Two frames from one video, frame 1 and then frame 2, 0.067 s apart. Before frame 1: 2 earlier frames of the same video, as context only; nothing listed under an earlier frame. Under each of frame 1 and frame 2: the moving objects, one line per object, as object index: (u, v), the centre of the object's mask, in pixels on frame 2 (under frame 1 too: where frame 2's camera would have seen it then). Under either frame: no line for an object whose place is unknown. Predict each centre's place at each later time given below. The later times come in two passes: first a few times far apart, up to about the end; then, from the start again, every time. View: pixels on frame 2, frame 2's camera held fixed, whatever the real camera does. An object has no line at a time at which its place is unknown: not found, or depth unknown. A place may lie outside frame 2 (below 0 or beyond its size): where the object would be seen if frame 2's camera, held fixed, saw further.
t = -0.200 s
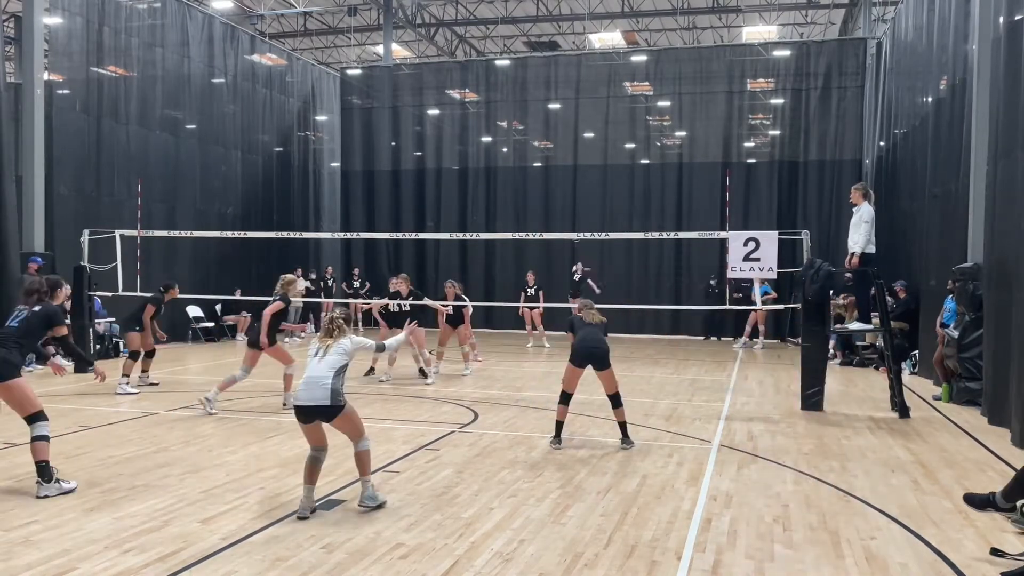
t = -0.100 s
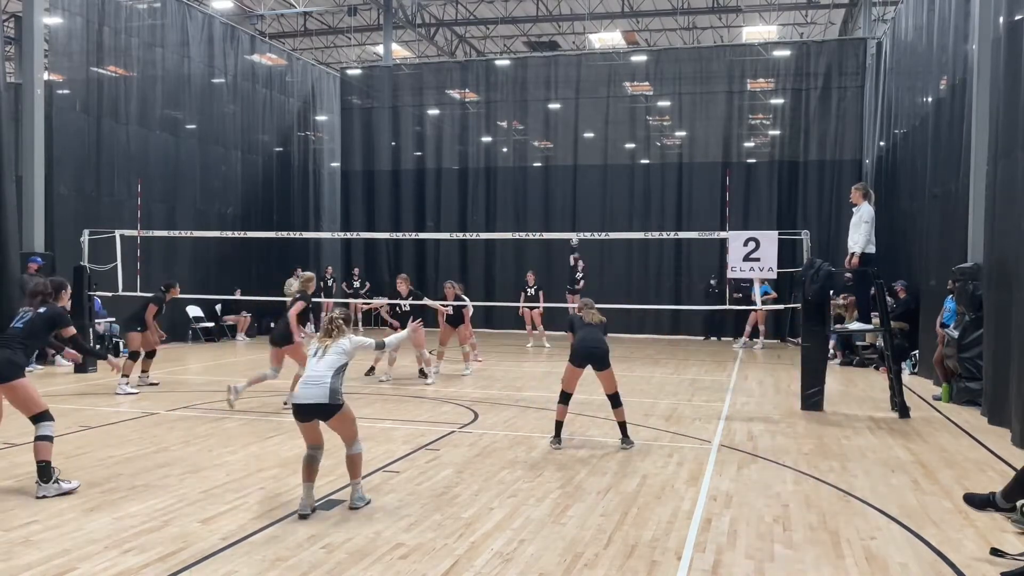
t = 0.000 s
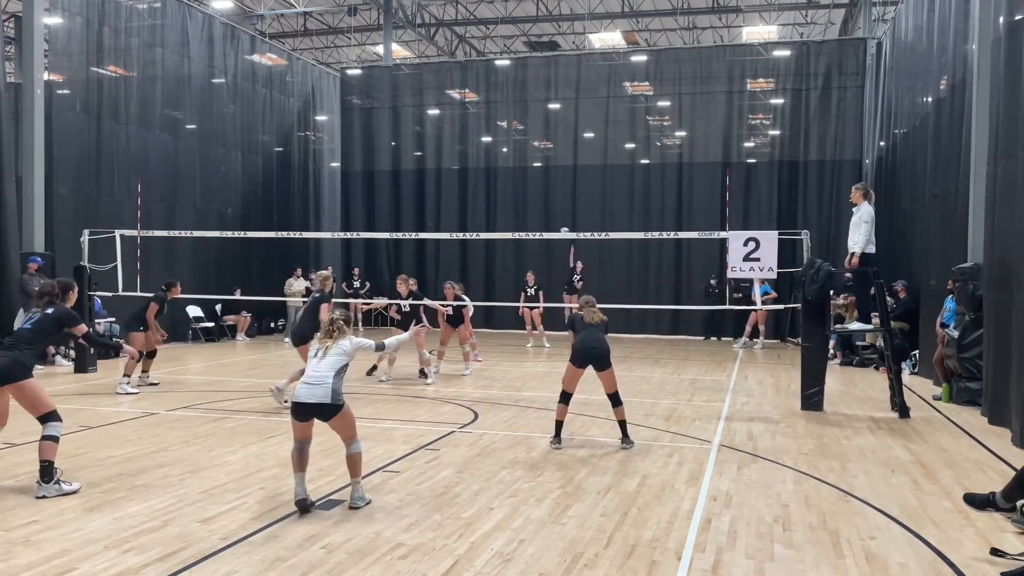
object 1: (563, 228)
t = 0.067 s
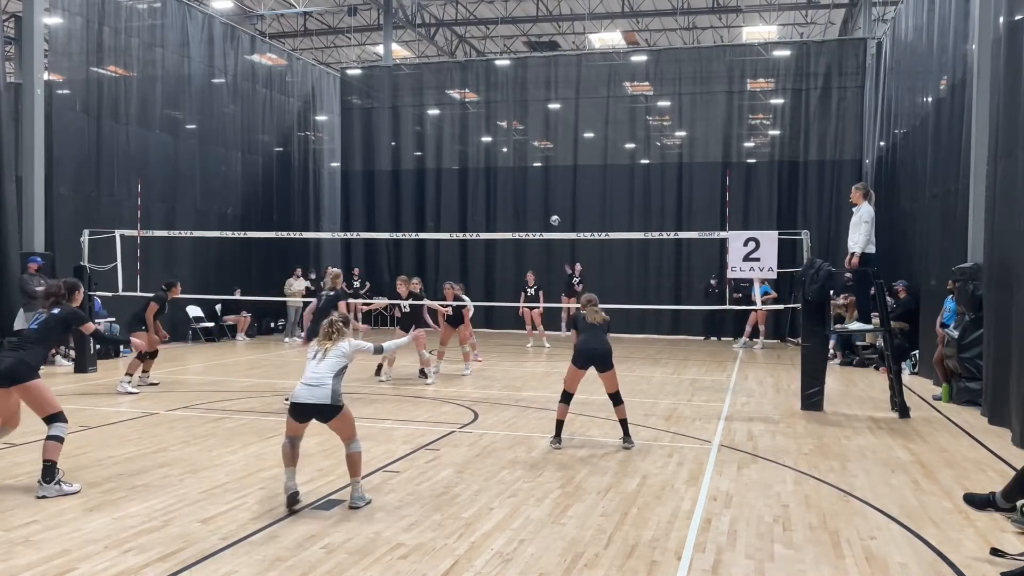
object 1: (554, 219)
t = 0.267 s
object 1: (522, 192)
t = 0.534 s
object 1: (469, 185)
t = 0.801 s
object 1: (380, 252)
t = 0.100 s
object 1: (549, 214)
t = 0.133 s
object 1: (543, 208)
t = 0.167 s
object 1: (539, 205)
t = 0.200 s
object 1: (533, 200)
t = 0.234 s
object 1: (528, 196)
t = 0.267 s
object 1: (522, 192)
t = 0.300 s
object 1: (517, 189)
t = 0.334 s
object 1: (511, 187)
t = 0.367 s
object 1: (505, 185)
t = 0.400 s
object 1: (498, 184)
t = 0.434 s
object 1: (491, 183)
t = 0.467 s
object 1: (484, 183)
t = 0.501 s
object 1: (477, 183)
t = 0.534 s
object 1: (469, 185)
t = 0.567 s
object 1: (460, 188)
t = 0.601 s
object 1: (452, 191)
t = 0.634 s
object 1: (442, 197)
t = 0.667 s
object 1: (432, 204)
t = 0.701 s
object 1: (421, 212)
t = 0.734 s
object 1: (409, 223)
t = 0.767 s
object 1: (395, 236)
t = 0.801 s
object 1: (380, 252)
